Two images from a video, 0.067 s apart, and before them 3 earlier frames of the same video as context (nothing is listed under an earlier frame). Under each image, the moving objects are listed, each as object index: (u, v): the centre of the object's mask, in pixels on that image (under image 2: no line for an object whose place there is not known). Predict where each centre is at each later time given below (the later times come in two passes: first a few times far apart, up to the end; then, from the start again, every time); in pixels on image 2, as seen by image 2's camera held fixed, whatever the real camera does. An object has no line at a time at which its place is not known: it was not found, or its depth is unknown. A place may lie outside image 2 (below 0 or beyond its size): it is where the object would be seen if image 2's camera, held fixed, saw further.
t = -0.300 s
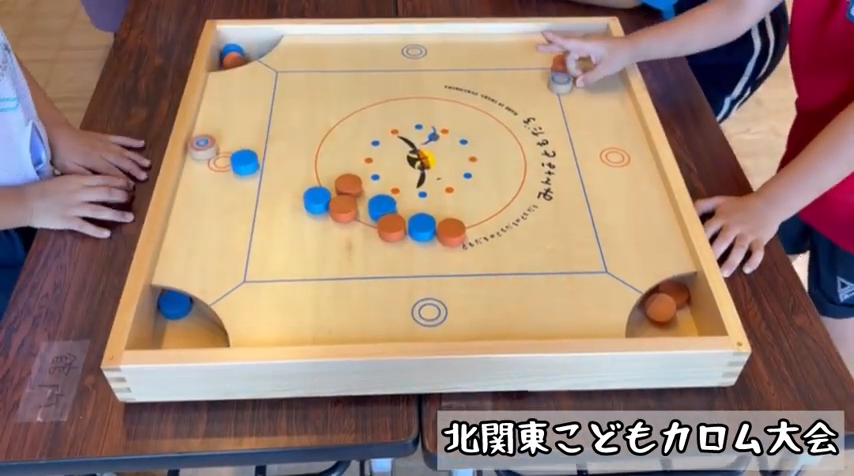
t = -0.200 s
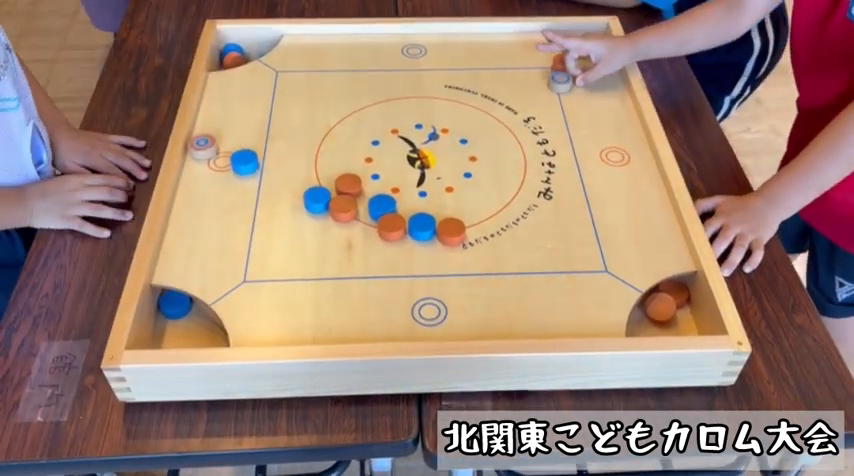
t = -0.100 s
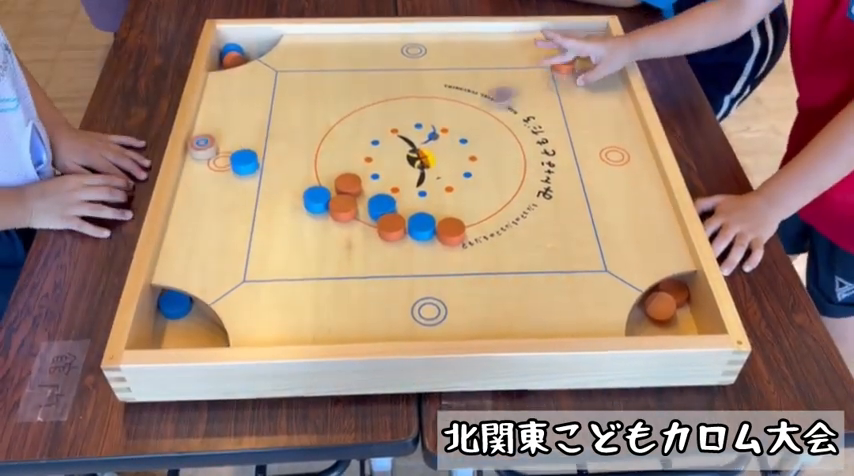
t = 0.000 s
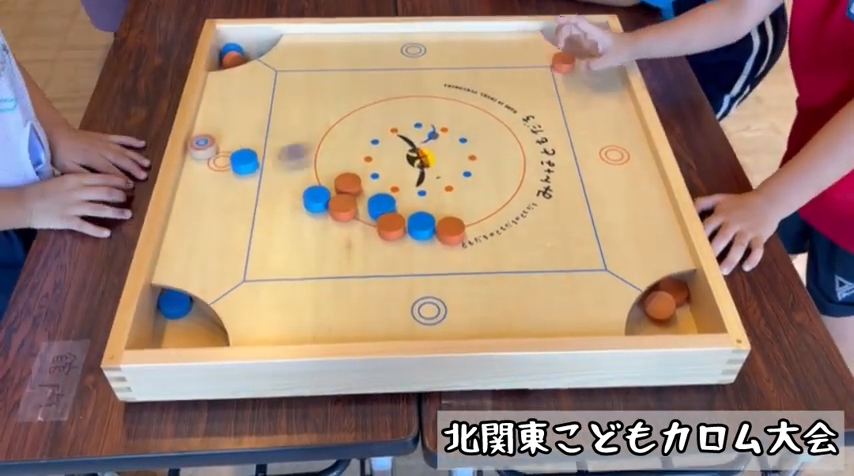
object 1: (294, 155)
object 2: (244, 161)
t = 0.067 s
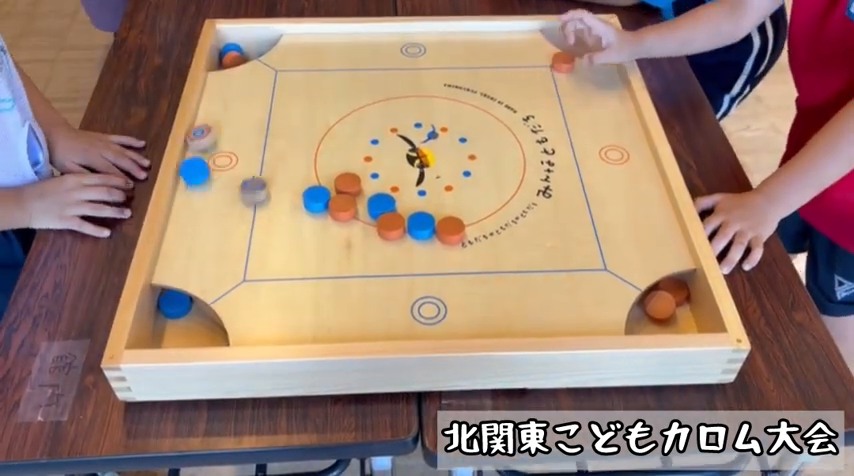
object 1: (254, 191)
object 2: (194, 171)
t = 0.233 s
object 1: (218, 250)
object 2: (220, 217)
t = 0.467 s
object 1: (207, 259)
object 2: (230, 237)
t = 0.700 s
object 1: (207, 259)
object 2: (231, 238)
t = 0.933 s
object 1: (206, 260)
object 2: (232, 241)
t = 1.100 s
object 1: (206, 260)
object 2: (233, 242)
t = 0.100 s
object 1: (245, 207)
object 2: (201, 183)
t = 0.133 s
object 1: (237, 221)
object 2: (206, 193)
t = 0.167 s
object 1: (229, 233)
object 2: (211, 201)
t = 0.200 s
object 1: (223, 243)
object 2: (216, 210)
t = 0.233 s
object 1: (218, 250)
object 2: (220, 217)
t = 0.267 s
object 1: (213, 255)
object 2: (223, 222)
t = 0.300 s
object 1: (210, 257)
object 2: (226, 227)
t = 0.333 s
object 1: (209, 257)
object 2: (228, 230)
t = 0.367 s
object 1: (209, 258)
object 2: (229, 233)
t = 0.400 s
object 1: (208, 259)
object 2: (230, 236)
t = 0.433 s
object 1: (207, 259)
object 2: (230, 236)
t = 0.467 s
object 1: (207, 259)
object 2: (230, 237)
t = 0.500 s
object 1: (207, 259)
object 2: (230, 238)
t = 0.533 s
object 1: (207, 259)
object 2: (230, 238)
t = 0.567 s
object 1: (207, 259)
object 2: (230, 238)
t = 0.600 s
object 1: (207, 259)
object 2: (231, 238)
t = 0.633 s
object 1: (207, 259)
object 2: (230, 238)
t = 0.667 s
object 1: (207, 259)
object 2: (230, 238)
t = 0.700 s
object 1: (207, 259)
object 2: (231, 238)
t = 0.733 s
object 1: (207, 260)
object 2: (231, 238)
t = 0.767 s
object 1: (207, 259)
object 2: (231, 237)
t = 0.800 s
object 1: (206, 259)
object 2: (232, 238)
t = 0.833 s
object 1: (206, 260)
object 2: (232, 239)
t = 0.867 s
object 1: (207, 260)
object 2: (232, 240)
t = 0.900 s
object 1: (206, 260)
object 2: (232, 240)
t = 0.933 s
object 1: (206, 260)
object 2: (232, 241)
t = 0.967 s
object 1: (206, 260)
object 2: (232, 241)
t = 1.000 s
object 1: (206, 260)
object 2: (233, 242)
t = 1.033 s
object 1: (206, 260)
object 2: (233, 242)
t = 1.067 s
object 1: (206, 260)
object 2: (233, 242)
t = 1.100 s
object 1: (206, 260)
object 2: (233, 242)
